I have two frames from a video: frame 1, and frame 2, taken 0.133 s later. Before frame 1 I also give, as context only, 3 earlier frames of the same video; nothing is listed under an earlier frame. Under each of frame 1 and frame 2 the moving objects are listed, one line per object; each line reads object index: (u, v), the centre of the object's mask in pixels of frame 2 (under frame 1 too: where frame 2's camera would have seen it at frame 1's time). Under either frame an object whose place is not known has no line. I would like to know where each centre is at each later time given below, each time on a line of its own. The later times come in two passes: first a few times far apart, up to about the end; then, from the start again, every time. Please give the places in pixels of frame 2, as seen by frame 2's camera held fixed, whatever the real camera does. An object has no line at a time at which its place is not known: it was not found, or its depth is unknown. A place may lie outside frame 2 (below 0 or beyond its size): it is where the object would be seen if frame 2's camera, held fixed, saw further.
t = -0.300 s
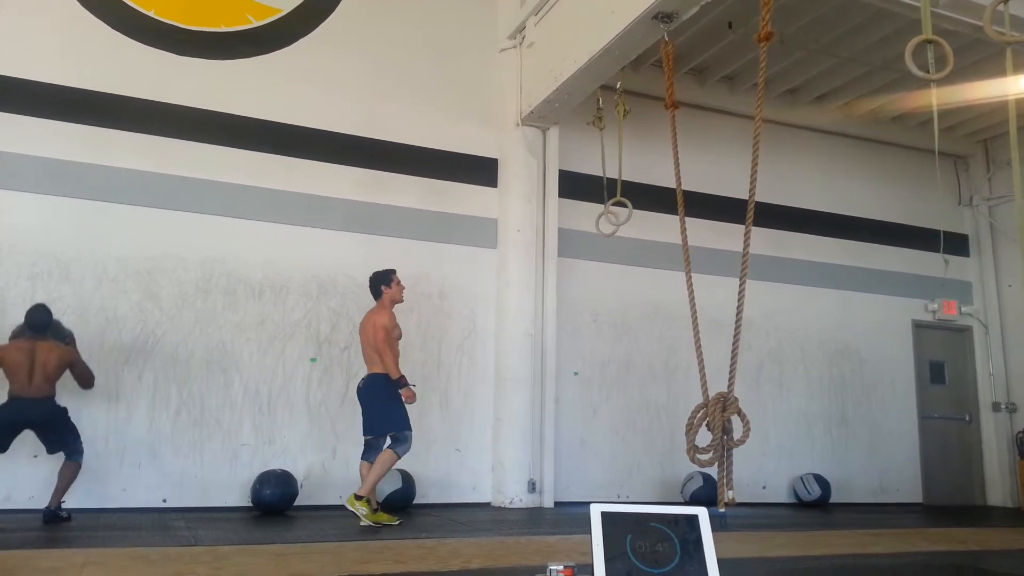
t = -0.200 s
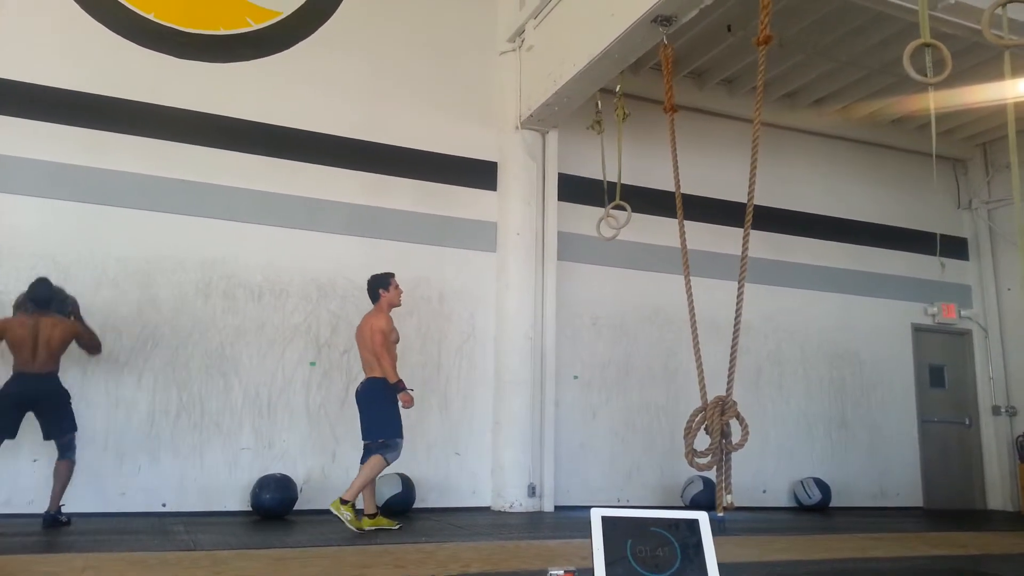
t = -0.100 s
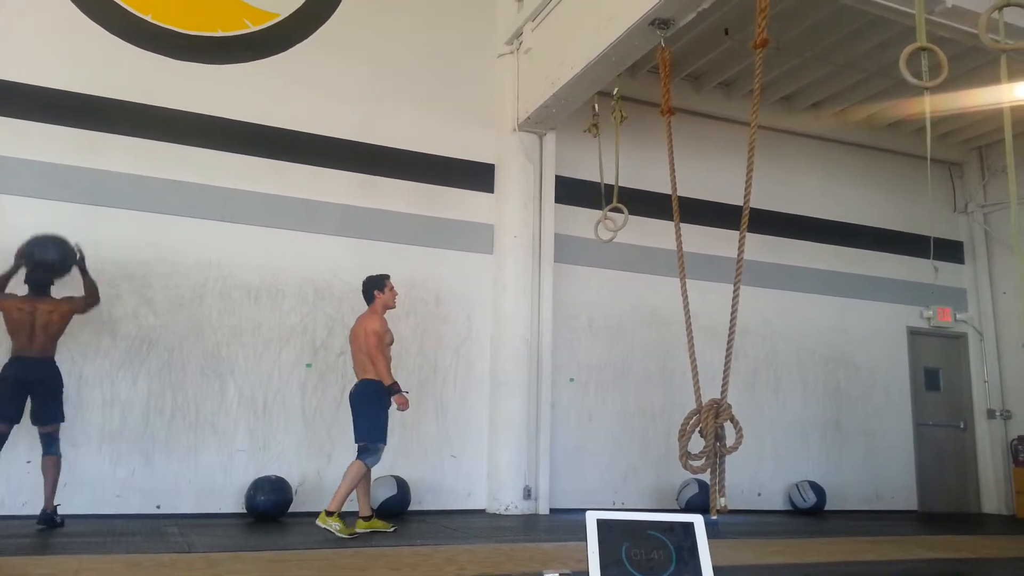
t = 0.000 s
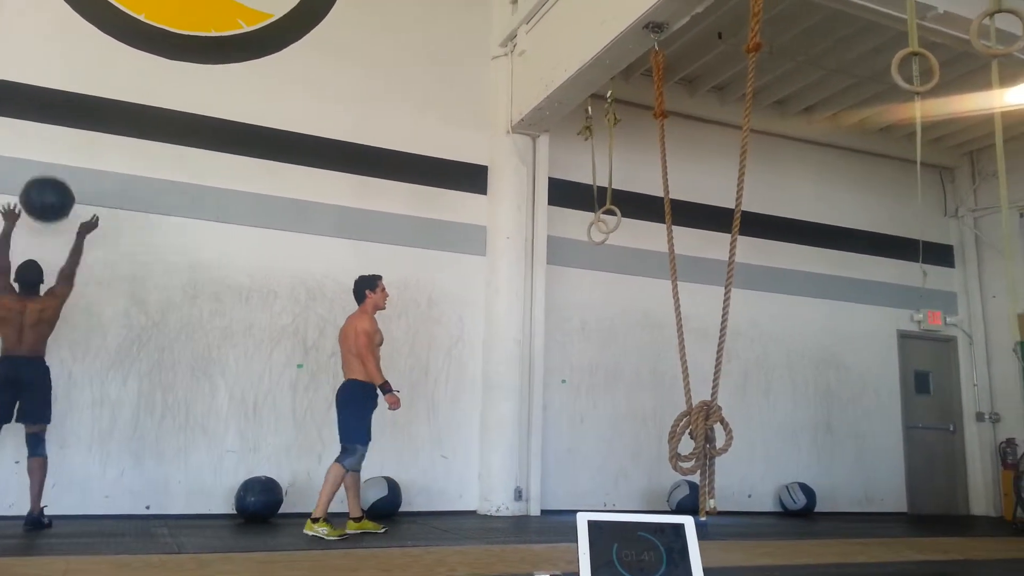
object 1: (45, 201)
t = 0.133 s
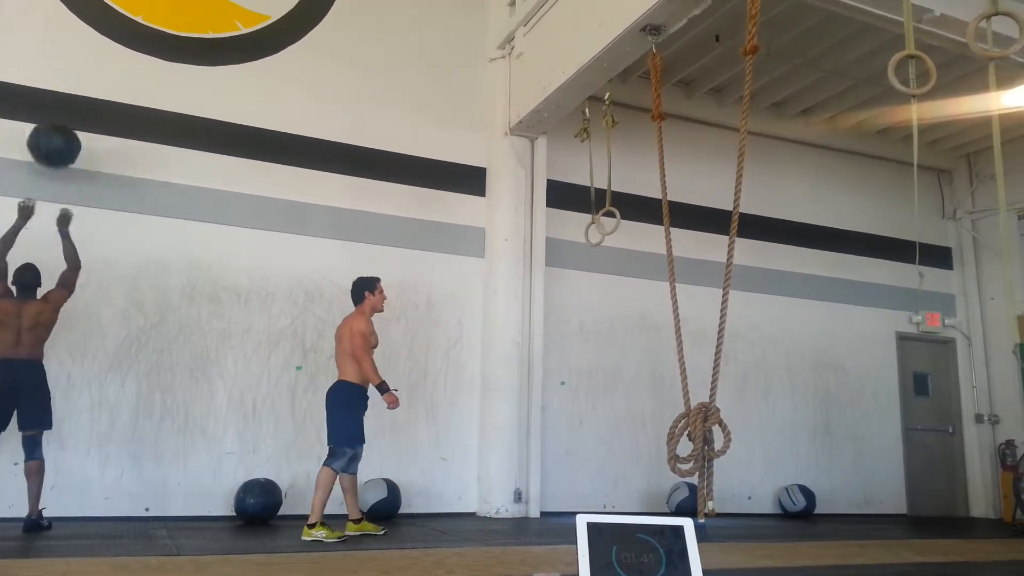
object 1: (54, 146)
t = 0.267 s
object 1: (59, 112)
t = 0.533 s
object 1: (61, 105)
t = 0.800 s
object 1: (50, 167)
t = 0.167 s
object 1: (56, 136)
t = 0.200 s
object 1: (57, 127)
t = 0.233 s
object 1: (58, 120)
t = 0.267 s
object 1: (59, 112)
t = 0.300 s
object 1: (61, 107)
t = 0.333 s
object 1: (61, 105)
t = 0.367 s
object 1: (61, 103)
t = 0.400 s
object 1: (62, 101)
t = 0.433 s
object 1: (62, 101)
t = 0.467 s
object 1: (62, 103)
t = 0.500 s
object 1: (61, 105)
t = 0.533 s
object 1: (61, 105)
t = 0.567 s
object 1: (61, 108)
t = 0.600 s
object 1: (61, 112)
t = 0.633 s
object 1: (60, 118)
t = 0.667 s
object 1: (56, 125)
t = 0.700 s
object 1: (55, 133)
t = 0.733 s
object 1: (53, 144)
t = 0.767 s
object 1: (52, 154)
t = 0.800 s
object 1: (50, 167)
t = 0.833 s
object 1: (47, 182)
